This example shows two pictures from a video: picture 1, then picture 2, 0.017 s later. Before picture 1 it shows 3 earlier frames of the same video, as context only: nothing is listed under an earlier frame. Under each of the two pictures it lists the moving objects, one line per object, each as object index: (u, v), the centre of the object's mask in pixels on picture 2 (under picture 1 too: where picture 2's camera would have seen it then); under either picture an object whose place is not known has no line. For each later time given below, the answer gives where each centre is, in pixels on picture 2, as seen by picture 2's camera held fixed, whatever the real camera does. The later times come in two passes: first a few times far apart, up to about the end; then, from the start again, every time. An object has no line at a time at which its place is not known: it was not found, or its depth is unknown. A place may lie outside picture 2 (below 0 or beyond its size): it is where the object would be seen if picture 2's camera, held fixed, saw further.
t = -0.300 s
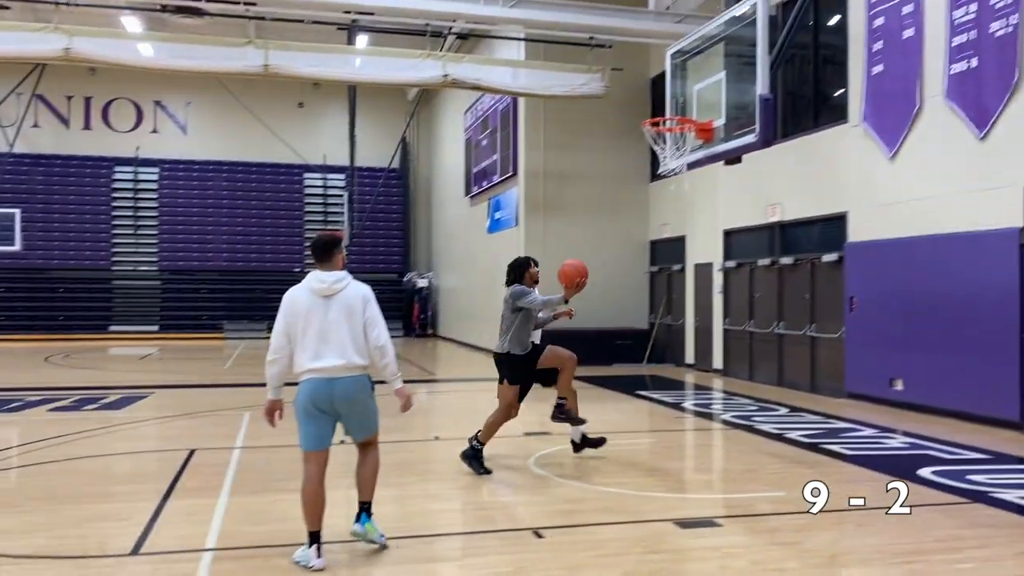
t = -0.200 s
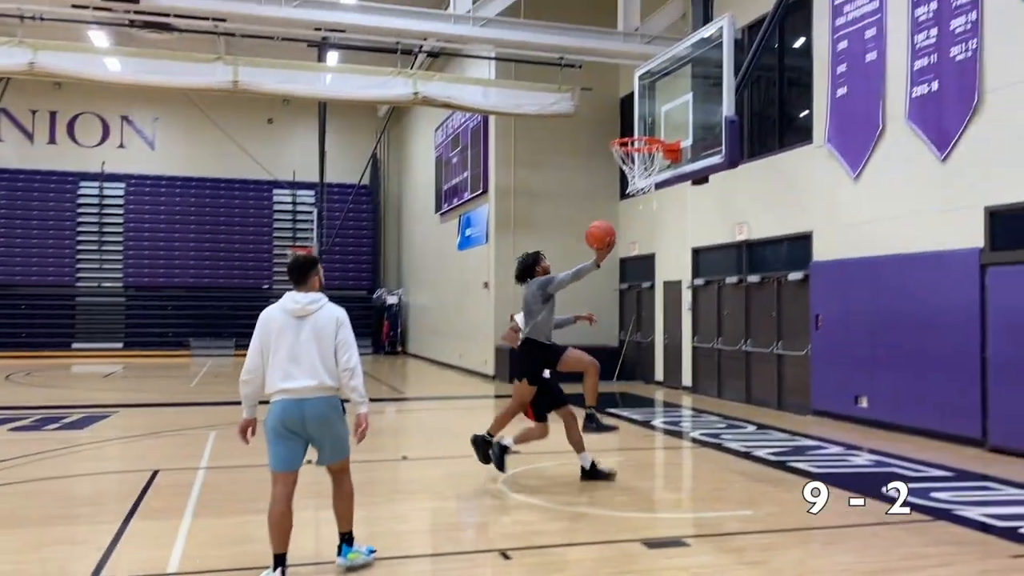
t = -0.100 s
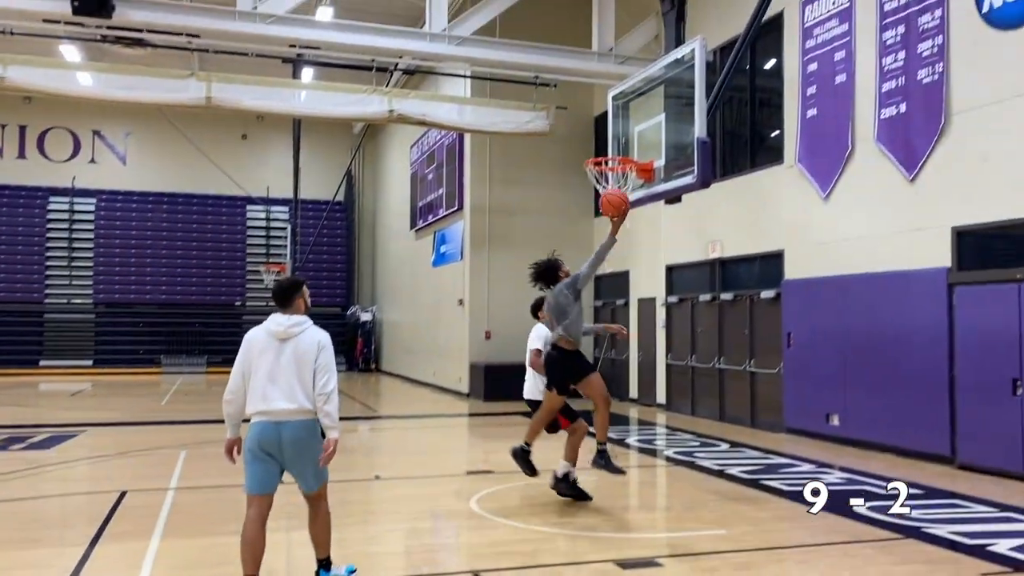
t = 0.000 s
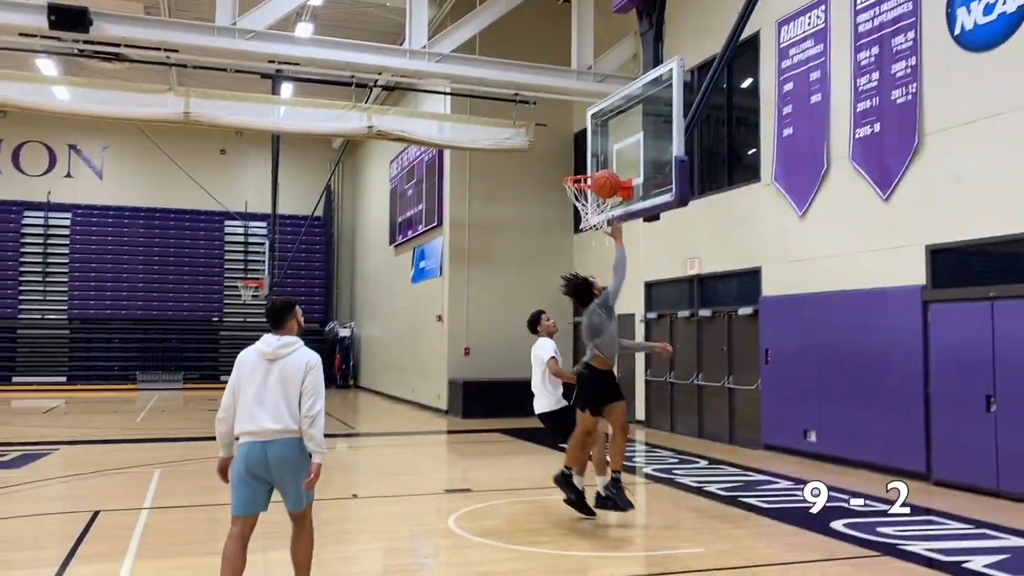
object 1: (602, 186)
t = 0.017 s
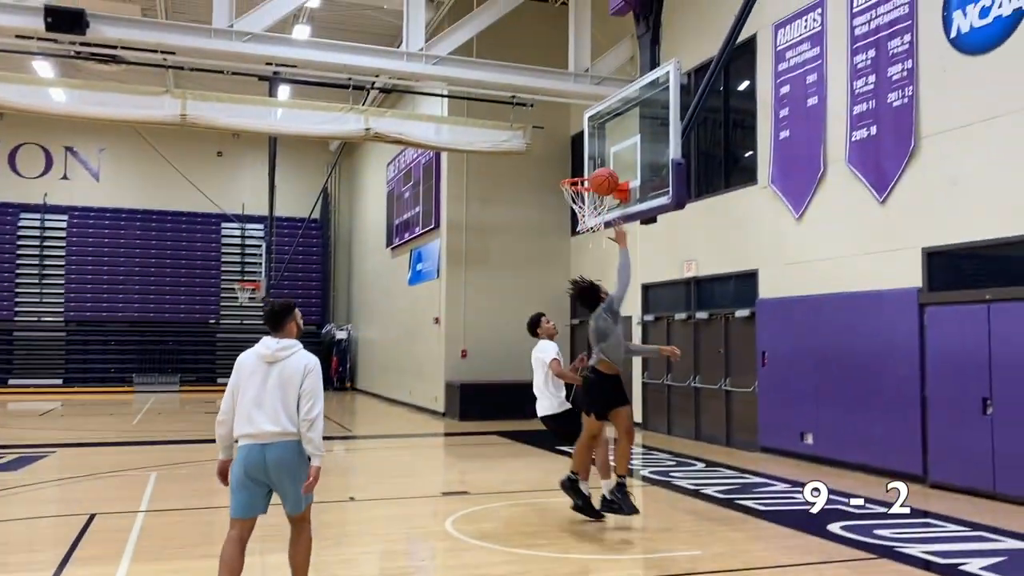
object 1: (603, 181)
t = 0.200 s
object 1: (617, 153)
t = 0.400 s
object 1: (611, 156)
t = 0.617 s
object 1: (571, 193)
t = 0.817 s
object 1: (574, 224)
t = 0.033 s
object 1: (605, 177)
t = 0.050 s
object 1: (606, 173)
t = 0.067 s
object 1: (607, 170)
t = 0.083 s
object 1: (608, 166)
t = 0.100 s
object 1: (610, 163)
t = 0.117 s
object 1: (611, 161)
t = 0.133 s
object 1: (612, 159)
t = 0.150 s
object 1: (613, 157)
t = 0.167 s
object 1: (615, 155)
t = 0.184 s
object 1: (615, 154)
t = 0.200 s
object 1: (617, 153)
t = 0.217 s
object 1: (618, 152)
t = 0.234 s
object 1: (619, 152)
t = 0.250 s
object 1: (620, 152)
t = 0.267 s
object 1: (621, 152)
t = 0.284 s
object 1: (622, 153)
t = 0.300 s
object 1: (623, 153)
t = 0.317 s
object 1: (624, 155)
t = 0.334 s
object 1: (622, 154)
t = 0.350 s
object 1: (619, 154)
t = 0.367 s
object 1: (616, 154)
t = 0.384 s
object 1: (613, 155)
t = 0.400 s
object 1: (611, 156)
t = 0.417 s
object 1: (607, 156)
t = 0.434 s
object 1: (605, 158)
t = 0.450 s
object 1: (602, 159)
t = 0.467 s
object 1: (599, 161)
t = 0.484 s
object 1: (597, 164)
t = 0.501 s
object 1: (593, 166)
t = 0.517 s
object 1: (591, 168)
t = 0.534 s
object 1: (587, 171)
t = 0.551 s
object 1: (585, 174)
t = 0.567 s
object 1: (581, 180)
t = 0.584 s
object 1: (579, 183)
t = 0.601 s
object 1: (577, 187)
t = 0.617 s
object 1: (571, 193)
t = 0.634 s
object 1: (571, 196)
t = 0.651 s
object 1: (569, 200)
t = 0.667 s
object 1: (567, 204)
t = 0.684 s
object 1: (566, 206)
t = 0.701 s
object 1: (564, 205)
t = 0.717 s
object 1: (566, 209)
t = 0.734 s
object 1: (567, 209)
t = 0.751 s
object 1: (567, 204)
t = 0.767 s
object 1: (569, 204)
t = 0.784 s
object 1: (572, 222)
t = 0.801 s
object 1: (573, 223)
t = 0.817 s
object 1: (574, 224)
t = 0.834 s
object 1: (575, 225)
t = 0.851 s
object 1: (579, 223)
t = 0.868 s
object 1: (576, 228)
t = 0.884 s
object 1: (578, 230)
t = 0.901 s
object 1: (580, 232)
